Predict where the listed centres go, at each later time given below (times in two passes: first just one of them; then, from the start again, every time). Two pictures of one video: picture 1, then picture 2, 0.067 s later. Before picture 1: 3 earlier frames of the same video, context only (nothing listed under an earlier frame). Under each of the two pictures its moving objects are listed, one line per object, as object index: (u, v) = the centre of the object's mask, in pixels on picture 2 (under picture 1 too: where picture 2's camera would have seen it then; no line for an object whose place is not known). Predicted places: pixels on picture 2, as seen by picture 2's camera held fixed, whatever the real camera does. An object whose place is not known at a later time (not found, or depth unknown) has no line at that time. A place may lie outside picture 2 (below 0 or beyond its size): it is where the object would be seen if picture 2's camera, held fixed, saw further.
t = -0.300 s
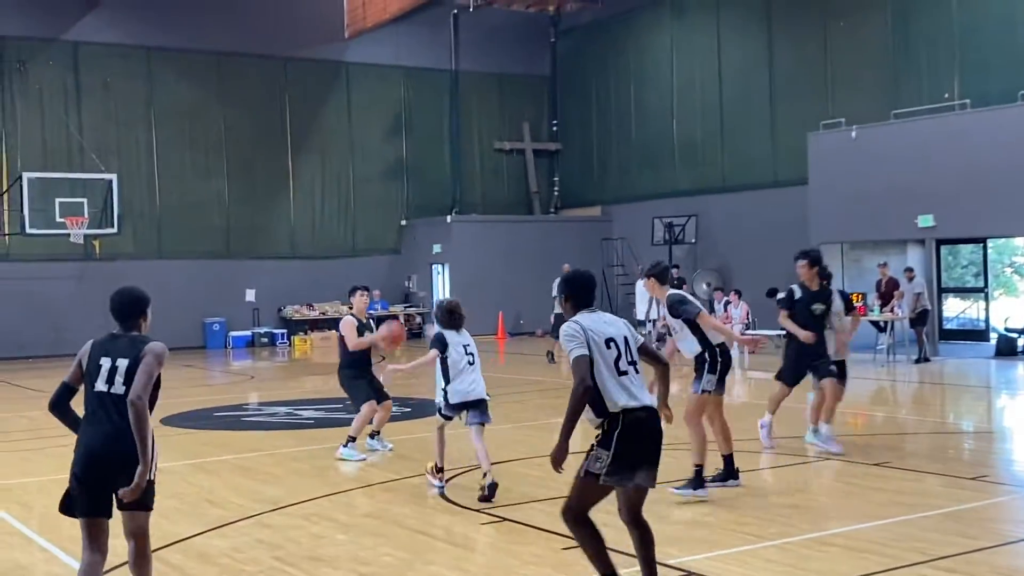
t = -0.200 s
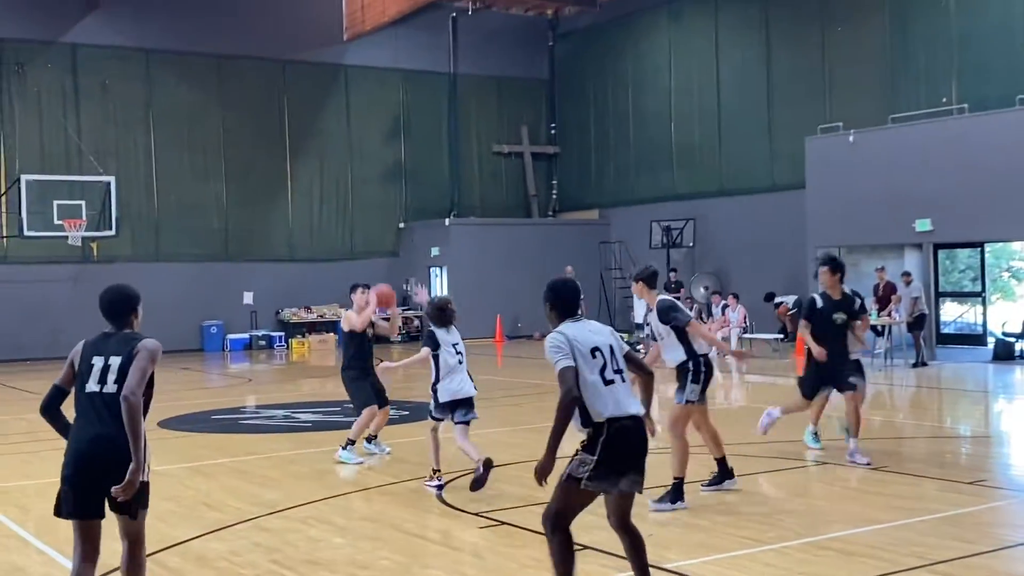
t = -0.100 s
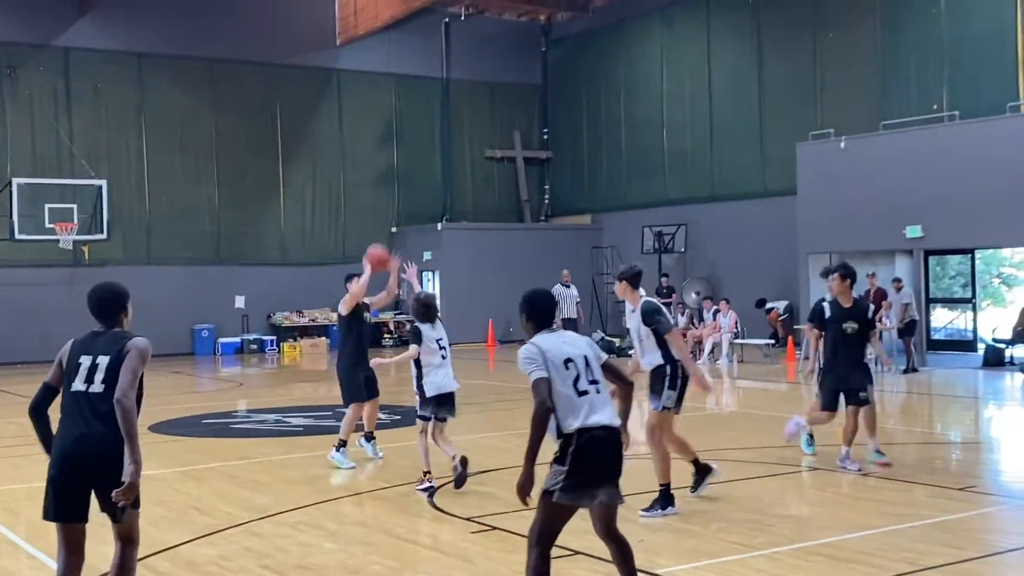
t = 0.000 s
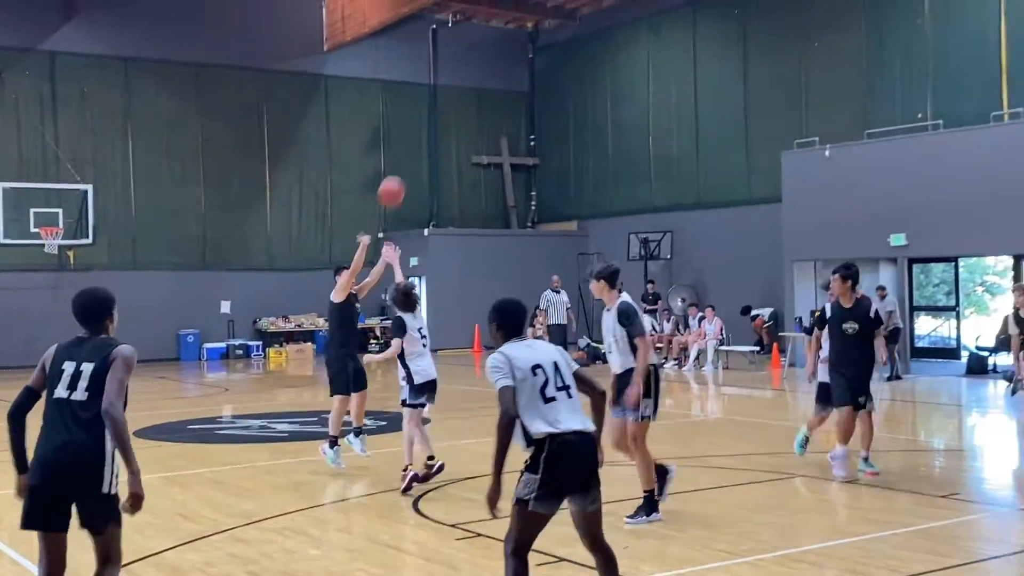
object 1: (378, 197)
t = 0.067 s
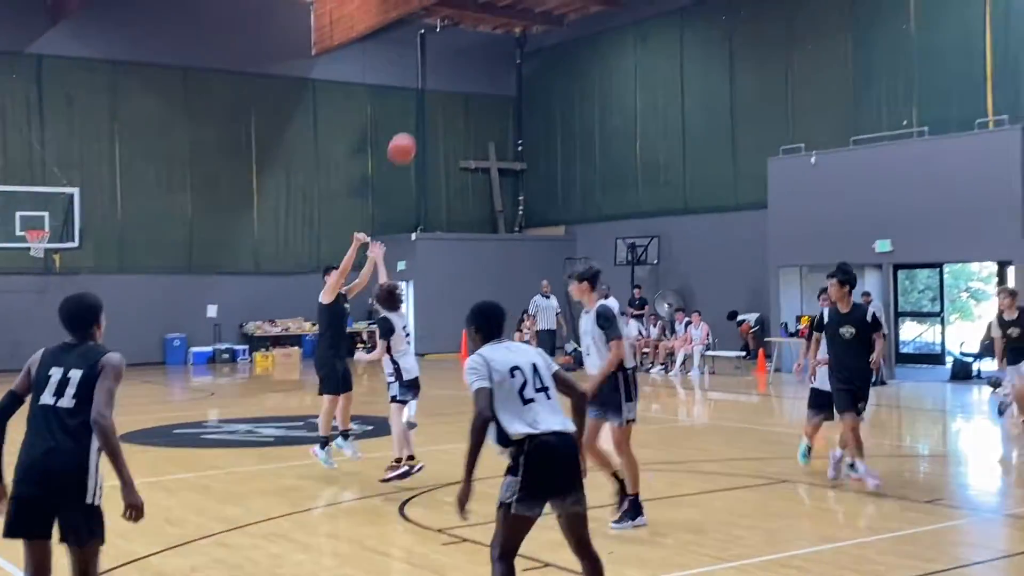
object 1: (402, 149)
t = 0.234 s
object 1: (462, 44)
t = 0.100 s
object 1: (413, 126)
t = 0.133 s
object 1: (425, 105)
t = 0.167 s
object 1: (438, 83)
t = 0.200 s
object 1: (449, 63)
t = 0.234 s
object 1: (462, 44)
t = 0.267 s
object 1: (475, 25)
